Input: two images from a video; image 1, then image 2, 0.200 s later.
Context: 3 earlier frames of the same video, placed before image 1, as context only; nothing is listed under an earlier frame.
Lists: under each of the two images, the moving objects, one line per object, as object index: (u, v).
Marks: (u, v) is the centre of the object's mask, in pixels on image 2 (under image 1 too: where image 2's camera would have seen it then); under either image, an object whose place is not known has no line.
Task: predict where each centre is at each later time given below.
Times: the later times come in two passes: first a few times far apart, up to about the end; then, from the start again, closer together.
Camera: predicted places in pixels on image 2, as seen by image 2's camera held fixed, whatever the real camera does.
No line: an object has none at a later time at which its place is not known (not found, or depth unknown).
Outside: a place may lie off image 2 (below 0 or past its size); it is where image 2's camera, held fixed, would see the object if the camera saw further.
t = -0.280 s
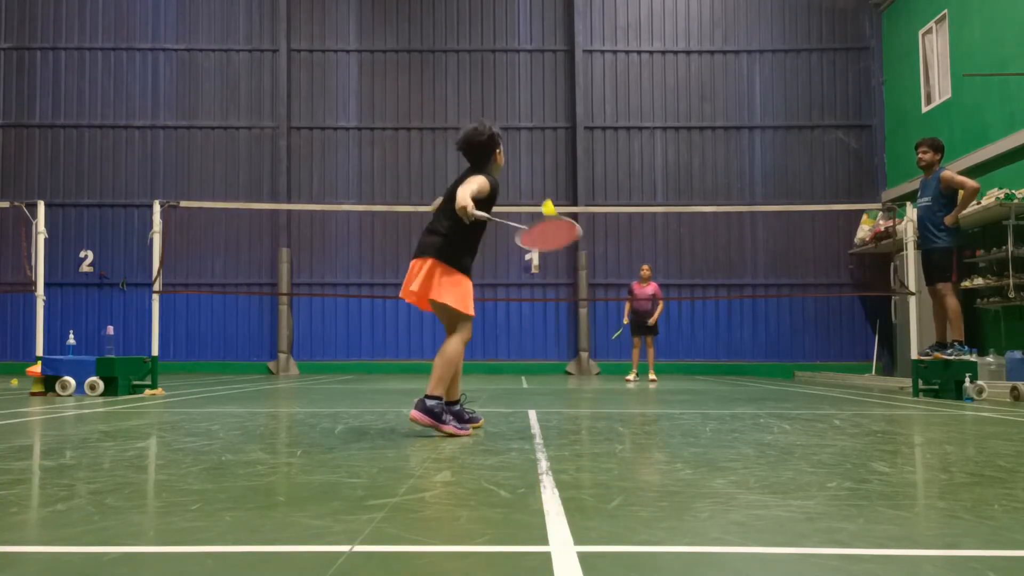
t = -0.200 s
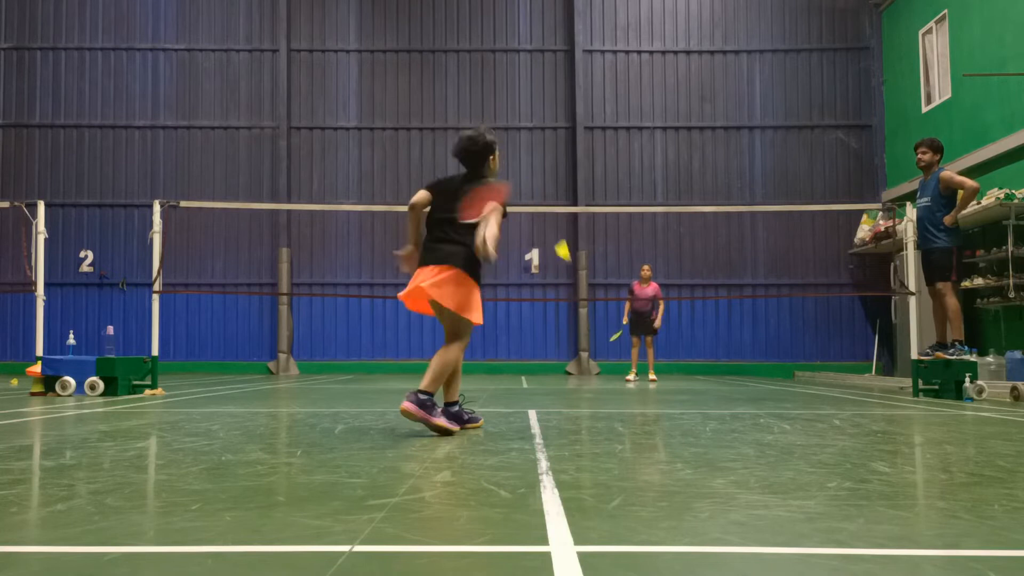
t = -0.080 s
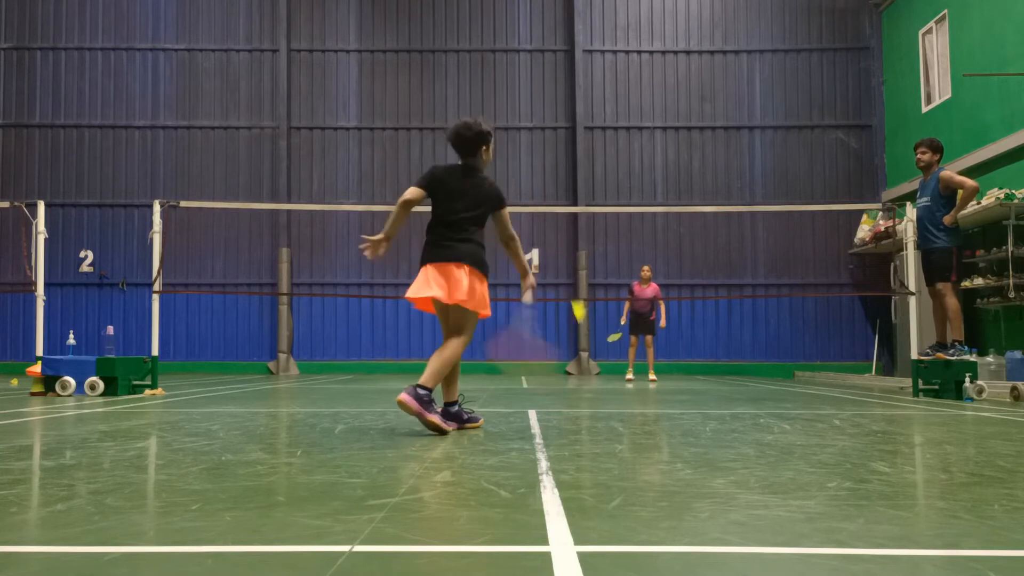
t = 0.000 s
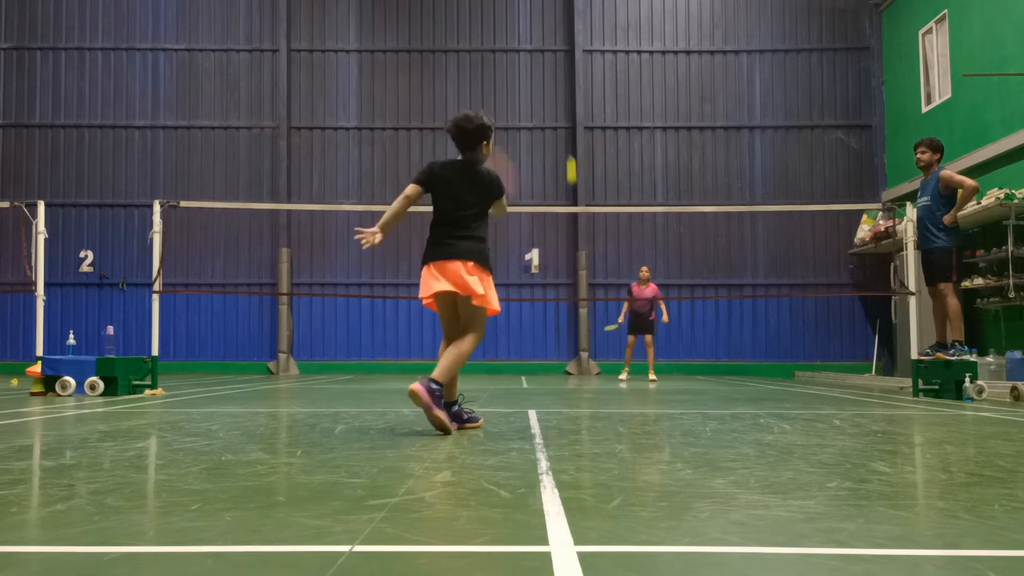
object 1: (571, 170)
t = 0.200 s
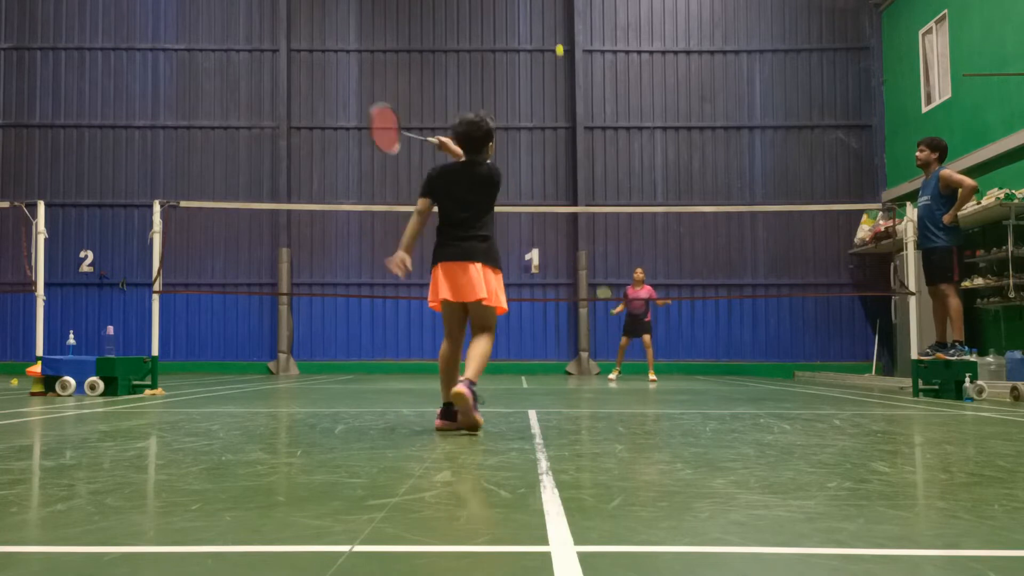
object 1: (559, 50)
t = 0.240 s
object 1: (557, 35)
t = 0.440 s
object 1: (554, 26)
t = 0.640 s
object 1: (553, 43)
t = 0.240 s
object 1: (557, 35)
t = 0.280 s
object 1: (557, 30)
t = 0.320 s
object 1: (556, 27)
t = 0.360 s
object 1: (555, 25)
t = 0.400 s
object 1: (555, 24)
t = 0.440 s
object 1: (554, 26)
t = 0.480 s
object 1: (554, 28)
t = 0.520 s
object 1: (554, 31)
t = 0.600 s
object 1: (553, 39)
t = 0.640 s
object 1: (553, 43)
